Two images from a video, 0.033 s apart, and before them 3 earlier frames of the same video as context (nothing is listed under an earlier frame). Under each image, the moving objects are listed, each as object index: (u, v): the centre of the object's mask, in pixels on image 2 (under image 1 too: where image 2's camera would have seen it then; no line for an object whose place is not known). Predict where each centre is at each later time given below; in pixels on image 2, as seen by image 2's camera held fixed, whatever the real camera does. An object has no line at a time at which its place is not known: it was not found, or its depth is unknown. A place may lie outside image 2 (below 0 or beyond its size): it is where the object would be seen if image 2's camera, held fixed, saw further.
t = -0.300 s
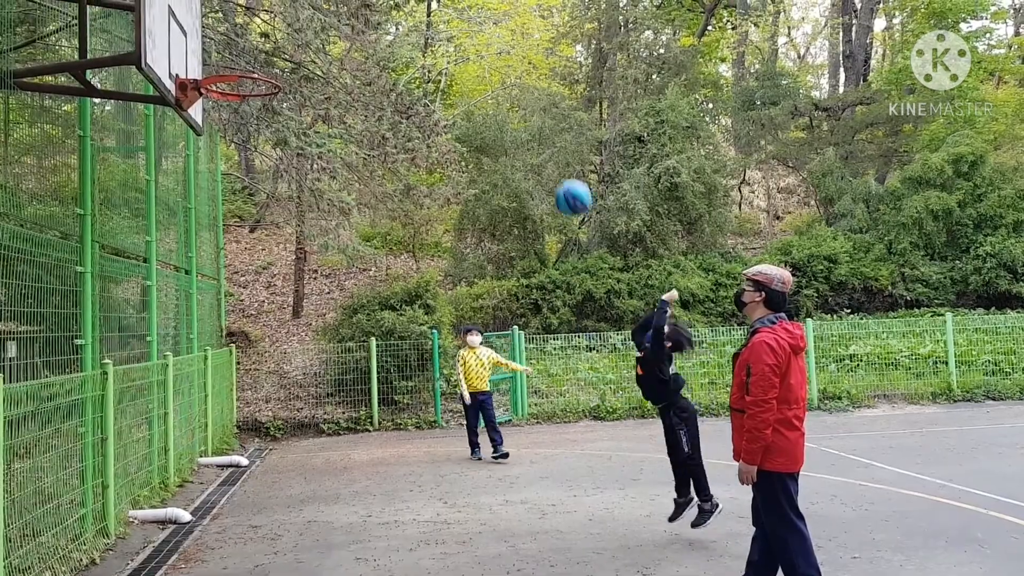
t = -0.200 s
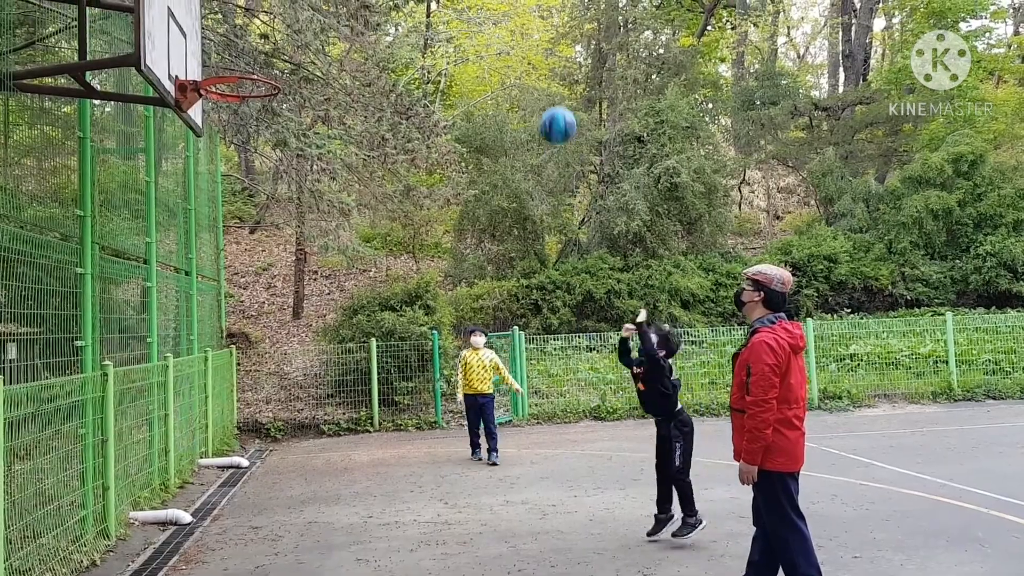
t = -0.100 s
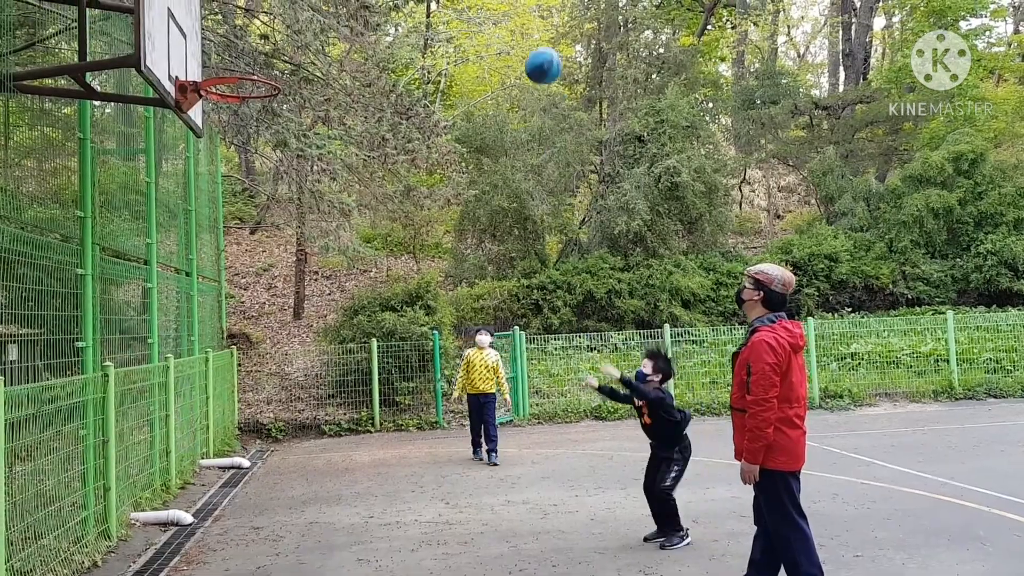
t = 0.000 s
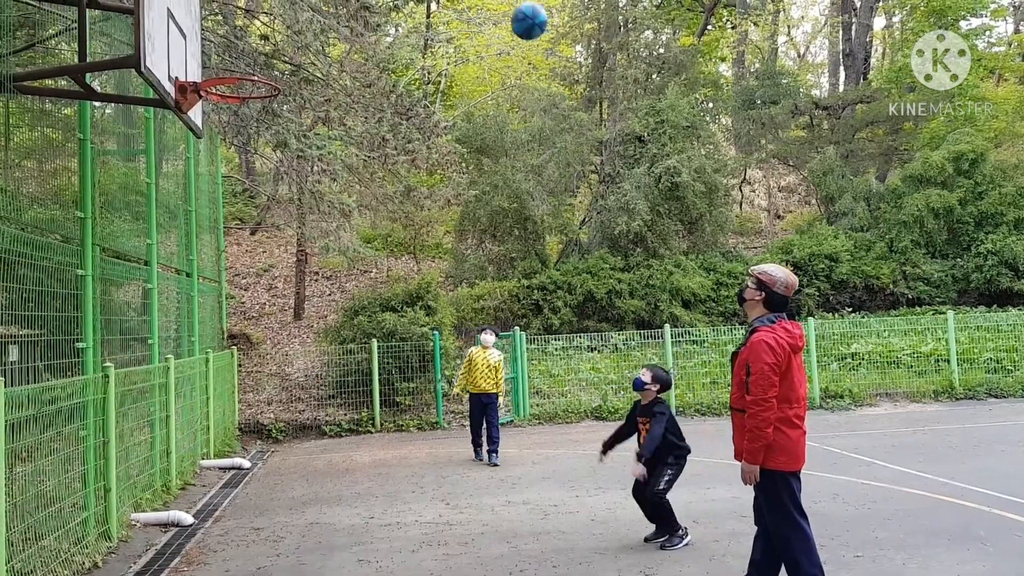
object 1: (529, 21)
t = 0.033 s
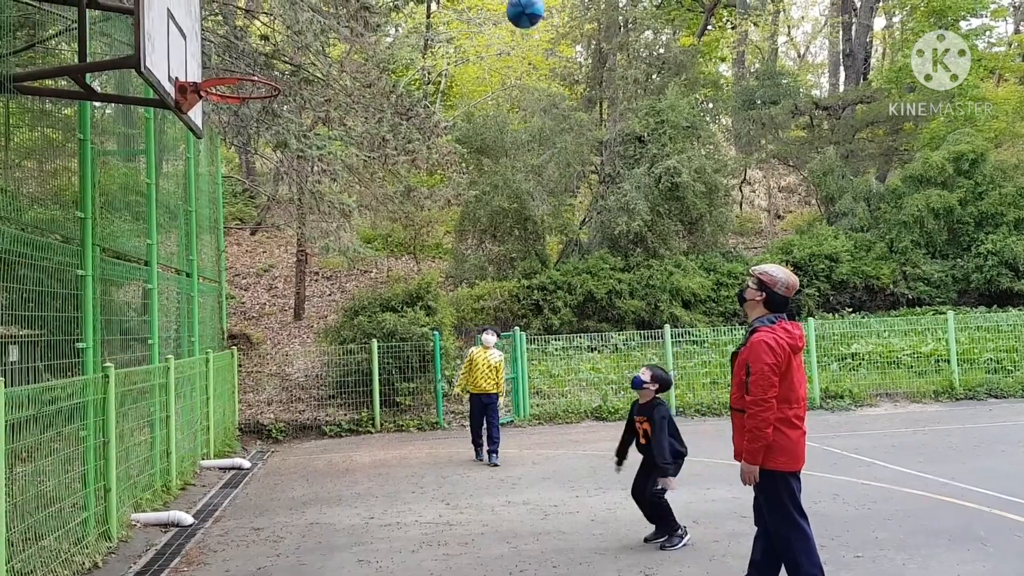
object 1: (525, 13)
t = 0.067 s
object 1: (521, 8)
